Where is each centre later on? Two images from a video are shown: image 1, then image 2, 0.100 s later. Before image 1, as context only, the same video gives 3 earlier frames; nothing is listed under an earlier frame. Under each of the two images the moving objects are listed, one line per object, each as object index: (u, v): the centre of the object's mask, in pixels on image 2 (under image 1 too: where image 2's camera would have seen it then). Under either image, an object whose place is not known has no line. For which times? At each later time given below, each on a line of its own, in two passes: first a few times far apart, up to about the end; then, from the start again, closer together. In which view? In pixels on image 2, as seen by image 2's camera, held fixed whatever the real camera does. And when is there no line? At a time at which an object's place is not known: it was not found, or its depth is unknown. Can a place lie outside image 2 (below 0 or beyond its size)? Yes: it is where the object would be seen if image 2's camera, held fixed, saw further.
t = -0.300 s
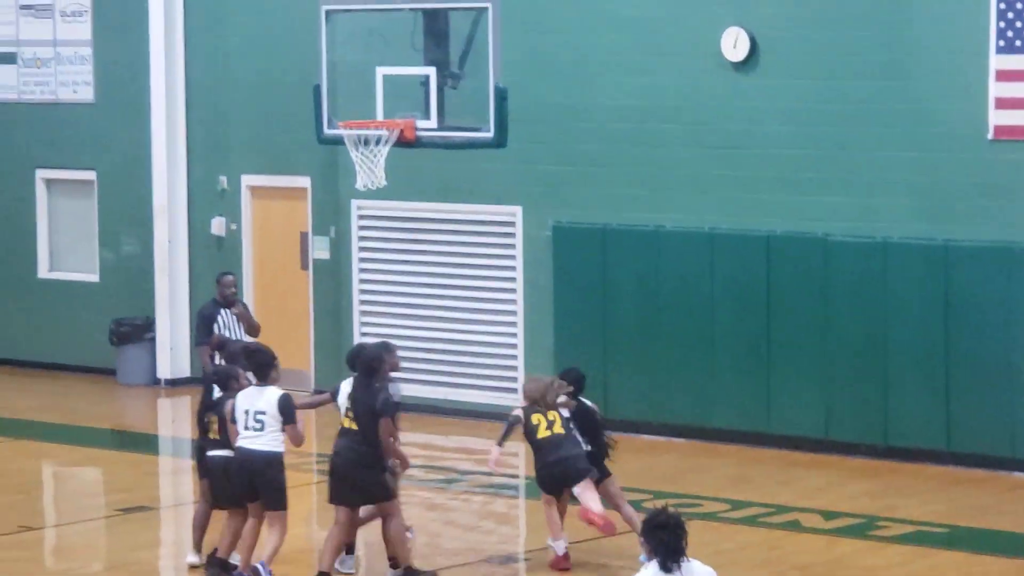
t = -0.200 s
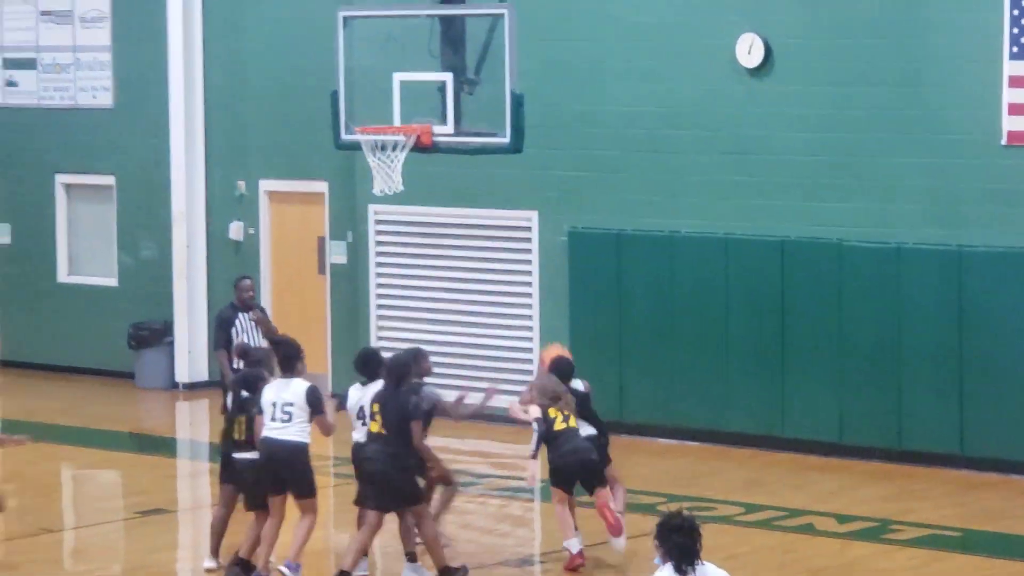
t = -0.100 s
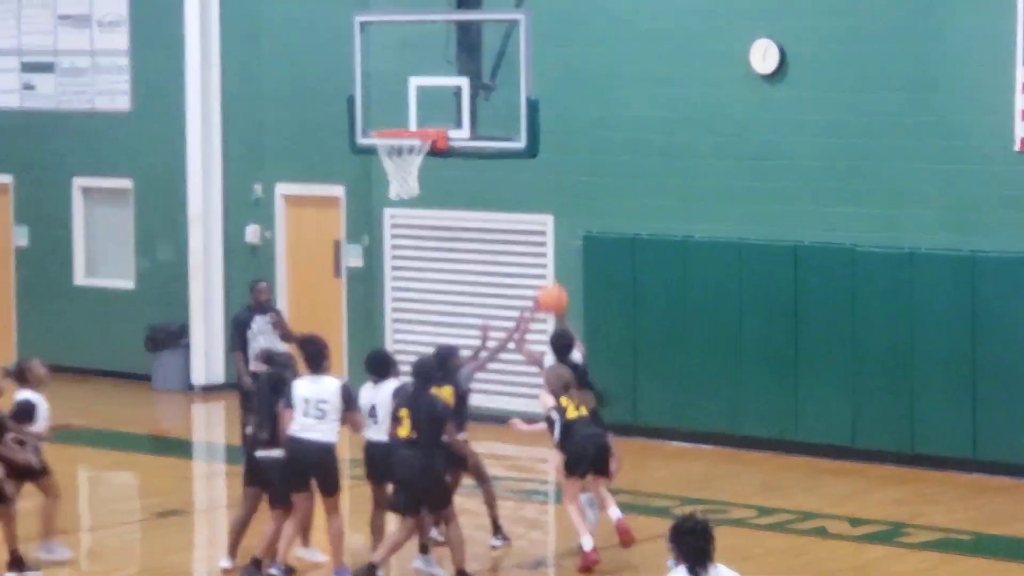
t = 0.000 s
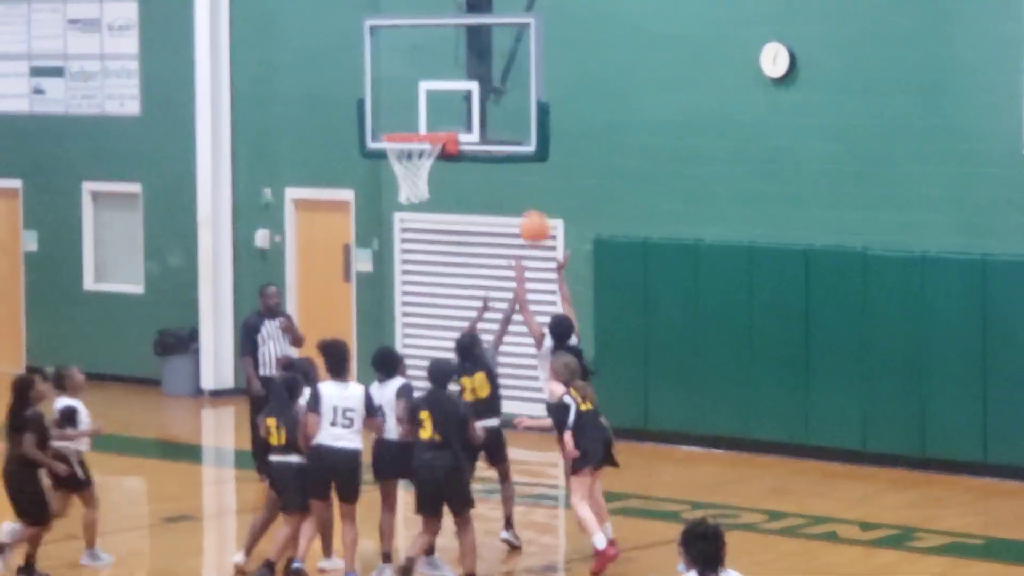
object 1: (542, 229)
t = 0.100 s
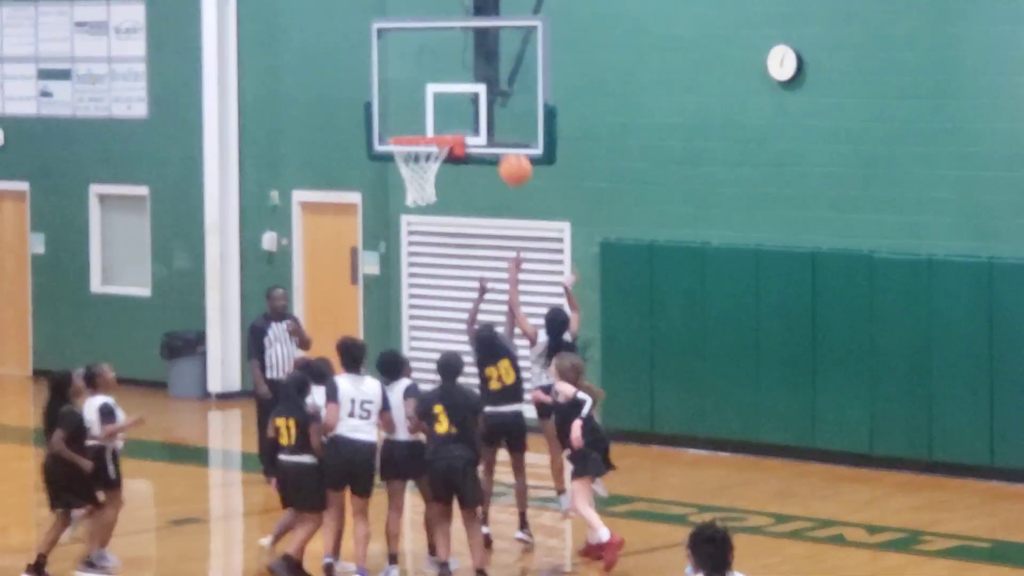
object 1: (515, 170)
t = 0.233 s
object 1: (480, 108)
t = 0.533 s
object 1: (409, 64)
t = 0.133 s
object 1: (506, 152)
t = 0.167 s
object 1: (499, 134)
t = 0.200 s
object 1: (490, 121)
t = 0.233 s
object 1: (480, 108)
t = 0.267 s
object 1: (472, 98)
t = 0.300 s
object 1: (464, 87)
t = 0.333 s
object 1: (455, 79)
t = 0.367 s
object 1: (447, 72)
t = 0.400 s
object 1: (438, 67)
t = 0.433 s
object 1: (430, 63)
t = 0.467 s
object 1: (423, 62)
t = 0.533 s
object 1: (409, 64)
